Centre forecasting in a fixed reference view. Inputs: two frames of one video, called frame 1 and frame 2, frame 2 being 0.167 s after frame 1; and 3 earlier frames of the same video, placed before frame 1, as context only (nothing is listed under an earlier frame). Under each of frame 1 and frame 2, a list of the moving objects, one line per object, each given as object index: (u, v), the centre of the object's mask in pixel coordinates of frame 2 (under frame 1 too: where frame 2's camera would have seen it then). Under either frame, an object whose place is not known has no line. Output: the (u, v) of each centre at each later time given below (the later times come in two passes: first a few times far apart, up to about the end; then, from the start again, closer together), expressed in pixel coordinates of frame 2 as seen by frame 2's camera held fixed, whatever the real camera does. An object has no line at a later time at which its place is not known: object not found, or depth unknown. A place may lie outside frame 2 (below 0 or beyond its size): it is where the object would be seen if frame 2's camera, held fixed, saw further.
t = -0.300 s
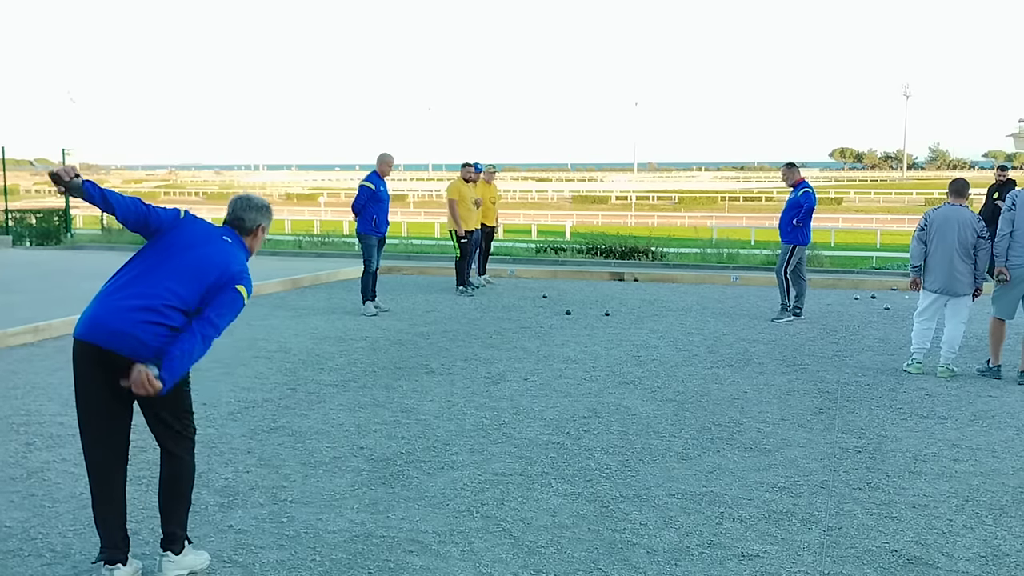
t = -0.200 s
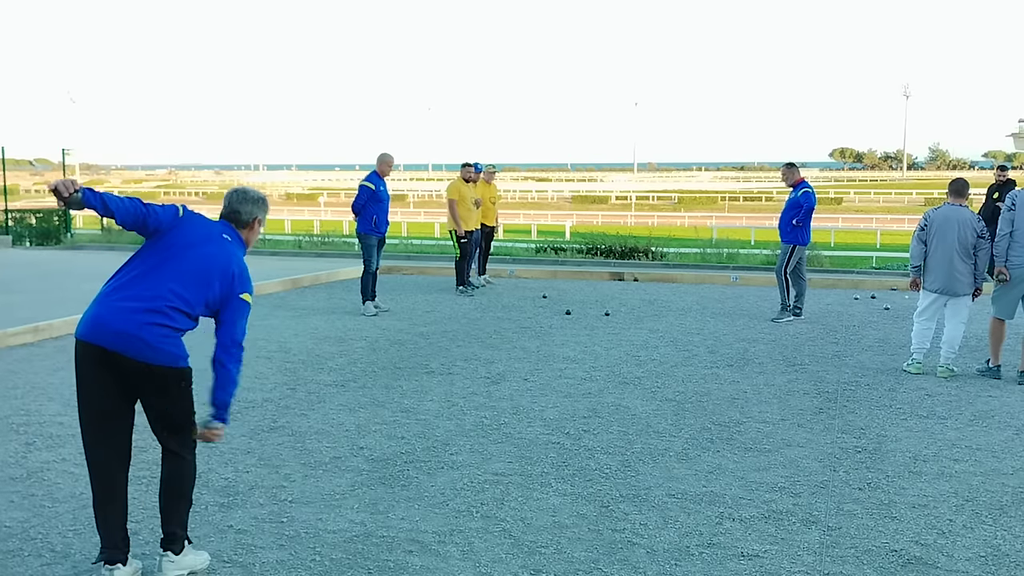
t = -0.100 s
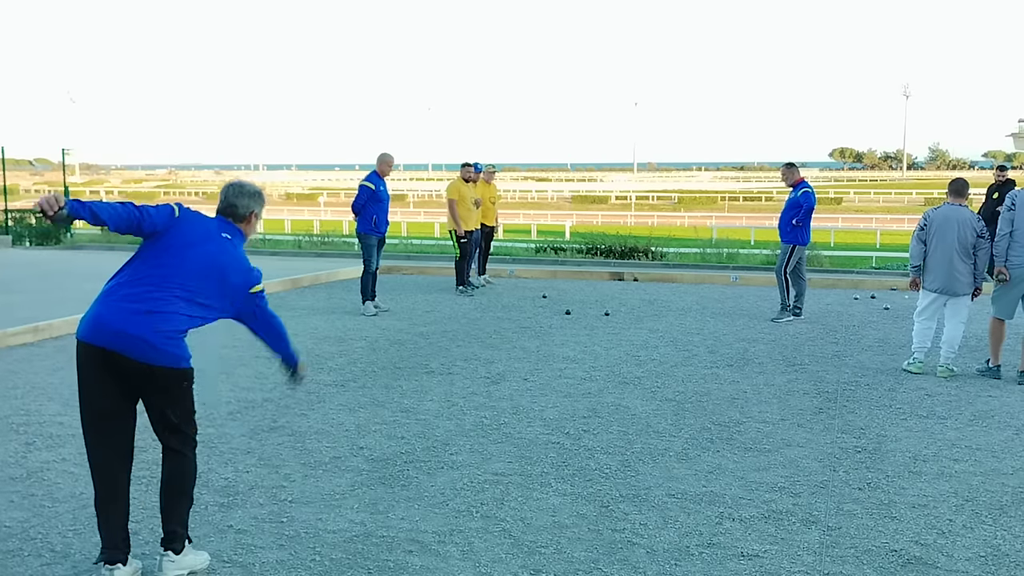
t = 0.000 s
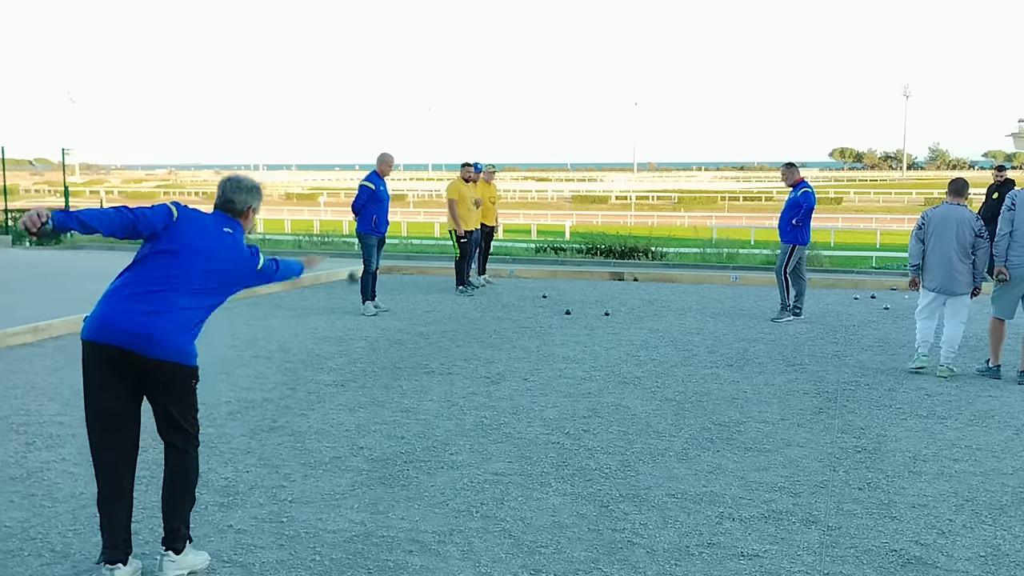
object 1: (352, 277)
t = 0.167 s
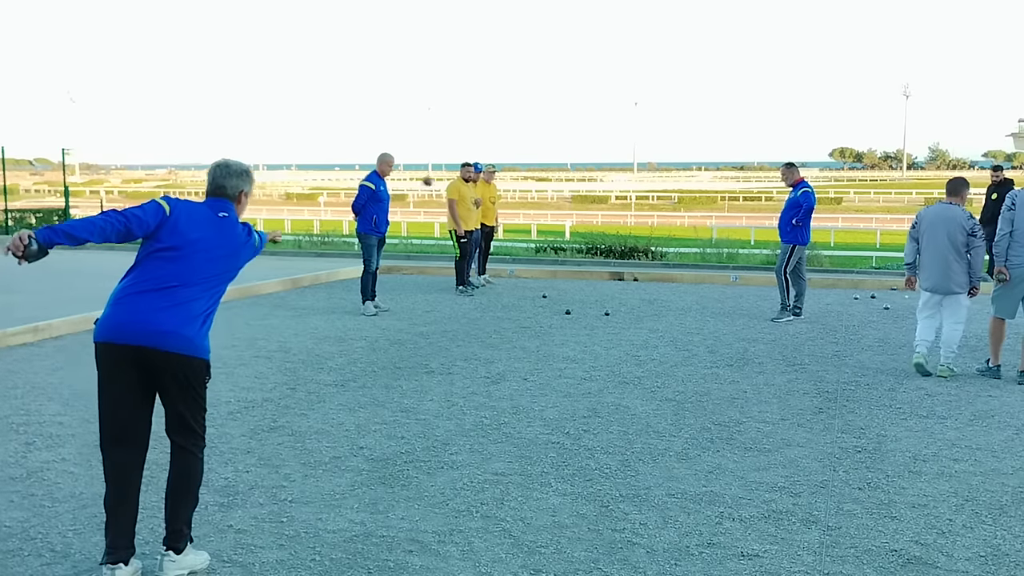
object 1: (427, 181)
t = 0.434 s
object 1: (508, 150)
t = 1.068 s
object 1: (607, 307)
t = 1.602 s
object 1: (625, 301)
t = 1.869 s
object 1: (629, 298)
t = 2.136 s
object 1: (631, 296)
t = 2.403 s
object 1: (634, 295)
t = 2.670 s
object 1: (639, 295)
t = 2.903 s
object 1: (645, 294)
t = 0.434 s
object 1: (508, 150)
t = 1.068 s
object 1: (607, 307)
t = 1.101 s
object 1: (608, 304)
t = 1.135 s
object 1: (610, 302)
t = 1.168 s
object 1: (610, 300)
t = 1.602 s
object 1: (625, 301)
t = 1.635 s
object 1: (625, 300)
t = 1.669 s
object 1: (626, 300)
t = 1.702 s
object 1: (626, 300)
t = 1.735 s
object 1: (627, 299)
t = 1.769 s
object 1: (628, 299)
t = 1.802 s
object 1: (628, 298)
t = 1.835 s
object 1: (628, 298)
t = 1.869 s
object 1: (629, 298)
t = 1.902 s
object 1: (629, 298)
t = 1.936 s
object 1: (629, 298)
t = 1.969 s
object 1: (630, 298)
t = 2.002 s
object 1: (630, 297)
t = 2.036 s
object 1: (630, 297)
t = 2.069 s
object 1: (630, 297)
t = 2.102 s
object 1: (630, 297)
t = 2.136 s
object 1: (631, 296)
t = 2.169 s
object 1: (631, 297)
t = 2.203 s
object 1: (631, 296)
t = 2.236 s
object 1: (632, 296)
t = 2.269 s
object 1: (633, 296)
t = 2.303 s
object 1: (633, 296)
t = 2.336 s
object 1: (633, 295)
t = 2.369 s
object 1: (634, 295)
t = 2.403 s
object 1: (634, 295)
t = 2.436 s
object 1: (635, 295)
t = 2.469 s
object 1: (635, 295)
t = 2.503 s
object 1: (636, 295)
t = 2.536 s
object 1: (636, 295)
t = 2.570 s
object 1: (637, 295)
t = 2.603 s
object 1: (638, 295)
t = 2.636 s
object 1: (639, 295)
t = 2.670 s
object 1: (639, 295)
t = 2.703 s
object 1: (640, 295)
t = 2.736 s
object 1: (641, 295)
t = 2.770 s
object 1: (642, 295)
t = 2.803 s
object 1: (642, 294)
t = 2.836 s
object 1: (643, 294)
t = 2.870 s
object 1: (644, 294)
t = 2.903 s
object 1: (645, 294)
